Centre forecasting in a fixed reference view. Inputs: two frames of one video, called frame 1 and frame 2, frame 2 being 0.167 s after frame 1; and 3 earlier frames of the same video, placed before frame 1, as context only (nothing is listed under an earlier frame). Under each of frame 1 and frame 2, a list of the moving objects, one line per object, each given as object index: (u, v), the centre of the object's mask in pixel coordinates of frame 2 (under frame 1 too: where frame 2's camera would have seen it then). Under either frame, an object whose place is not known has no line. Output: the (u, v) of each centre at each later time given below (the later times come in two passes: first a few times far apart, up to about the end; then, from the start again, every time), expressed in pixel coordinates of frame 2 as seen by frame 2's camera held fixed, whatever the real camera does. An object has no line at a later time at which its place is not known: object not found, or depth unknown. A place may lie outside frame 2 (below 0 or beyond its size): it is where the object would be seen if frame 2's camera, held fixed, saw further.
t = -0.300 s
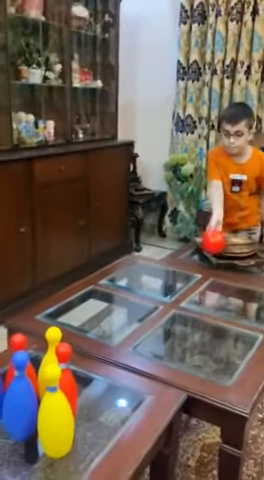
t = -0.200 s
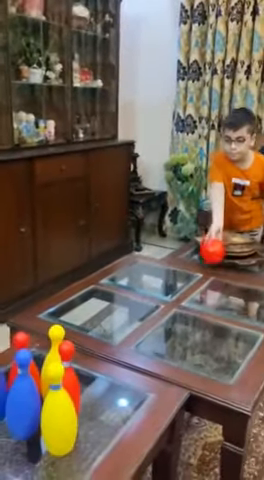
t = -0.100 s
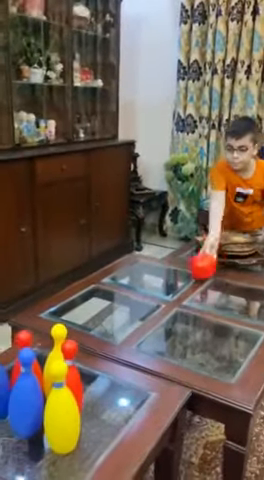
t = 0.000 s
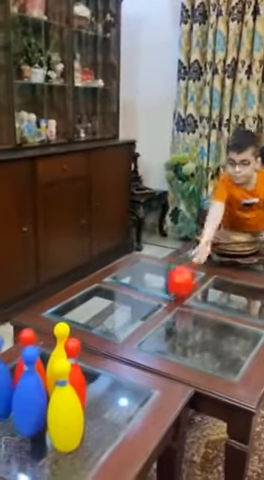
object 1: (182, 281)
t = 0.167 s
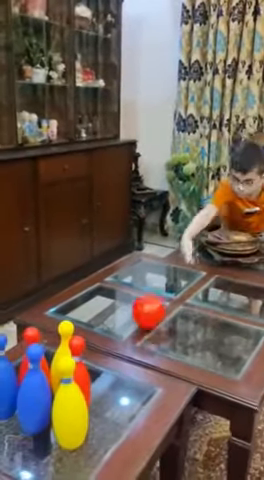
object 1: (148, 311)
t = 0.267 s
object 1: (124, 332)
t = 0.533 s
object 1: (85, 349)
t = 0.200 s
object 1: (141, 317)
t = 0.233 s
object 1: (133, 324)
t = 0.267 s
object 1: (124, 332)
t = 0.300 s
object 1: (114, 338)
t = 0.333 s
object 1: (107, 346)
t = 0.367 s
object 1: (98, 347)
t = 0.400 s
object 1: (93, 351)
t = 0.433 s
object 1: (92, 352)
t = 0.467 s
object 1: (93, 353)
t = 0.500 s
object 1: (89, 349)
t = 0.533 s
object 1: (85, 349)
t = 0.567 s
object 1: (82, 348)
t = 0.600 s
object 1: (80, 348)
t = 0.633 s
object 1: (77, 349)
